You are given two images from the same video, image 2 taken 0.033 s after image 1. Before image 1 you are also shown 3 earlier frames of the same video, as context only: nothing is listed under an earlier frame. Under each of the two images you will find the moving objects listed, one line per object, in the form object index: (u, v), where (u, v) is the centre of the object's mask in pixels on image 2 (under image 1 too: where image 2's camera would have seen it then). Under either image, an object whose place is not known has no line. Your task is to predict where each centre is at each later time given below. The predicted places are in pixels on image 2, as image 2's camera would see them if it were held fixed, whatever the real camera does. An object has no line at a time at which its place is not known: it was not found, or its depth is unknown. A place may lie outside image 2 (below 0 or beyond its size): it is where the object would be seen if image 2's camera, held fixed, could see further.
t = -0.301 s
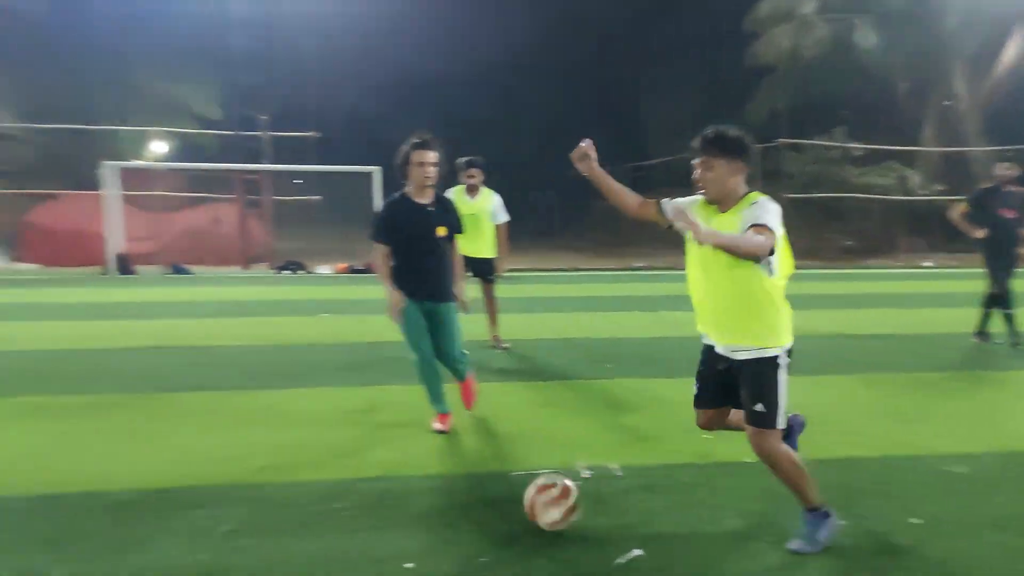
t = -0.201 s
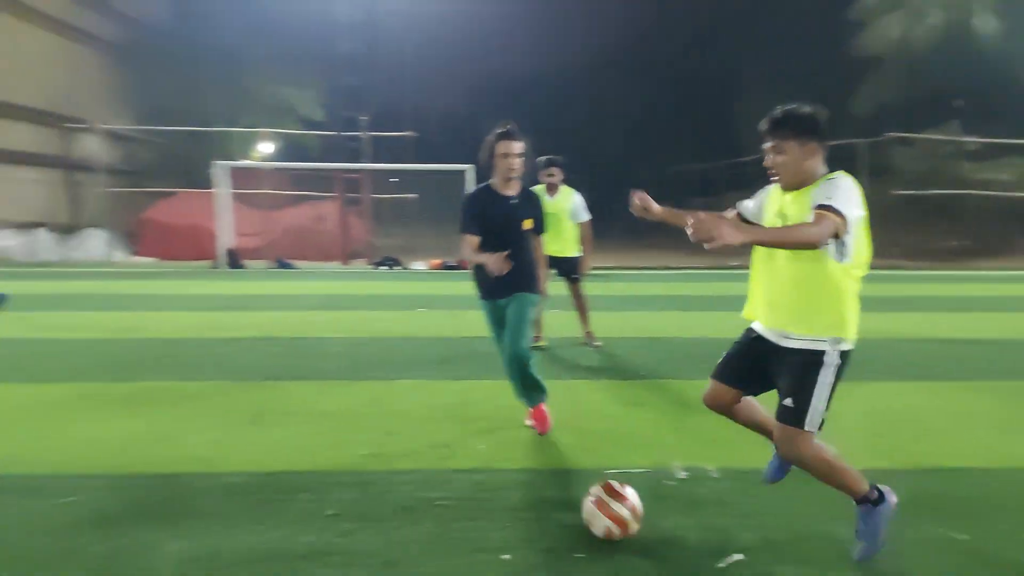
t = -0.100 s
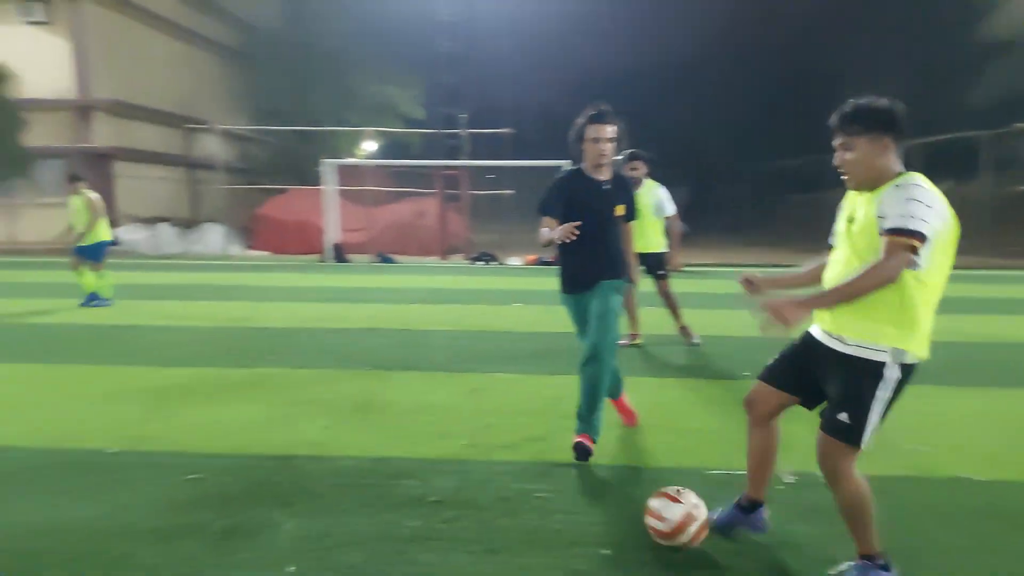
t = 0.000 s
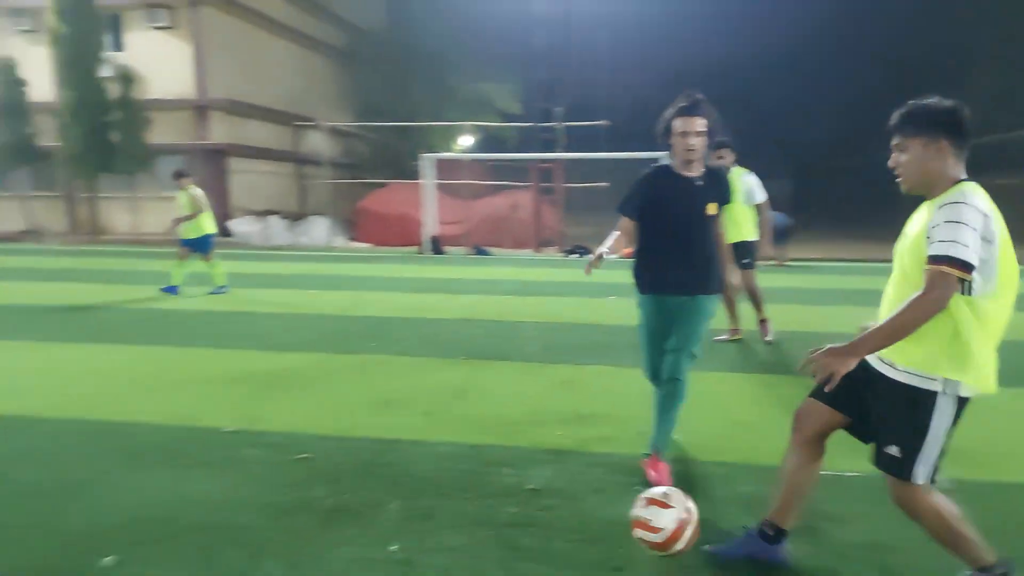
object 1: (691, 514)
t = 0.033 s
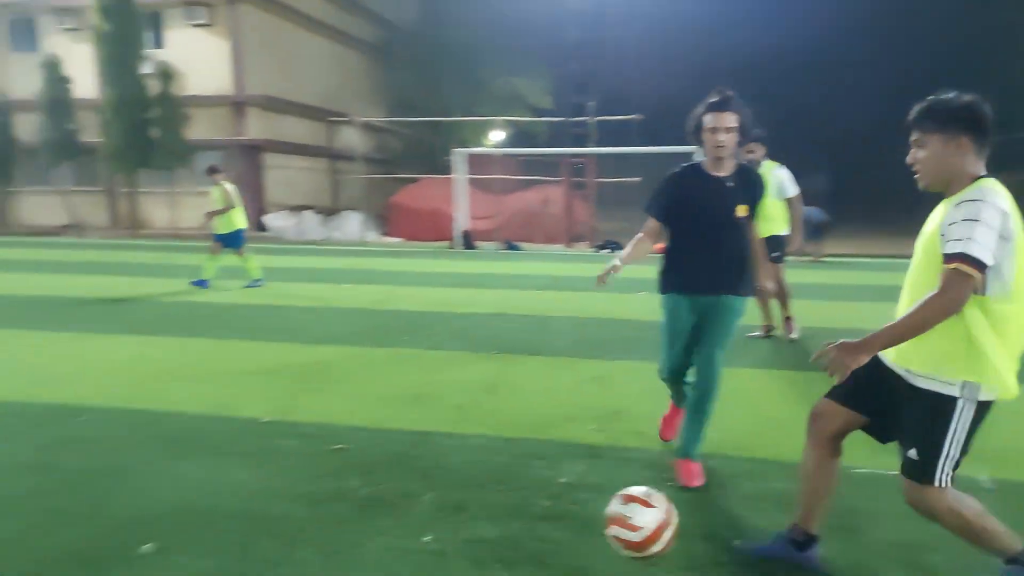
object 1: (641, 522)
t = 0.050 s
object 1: (612, 526)
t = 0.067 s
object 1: (585, 533)
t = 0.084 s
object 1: (555, 542)
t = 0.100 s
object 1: (522, 549)
